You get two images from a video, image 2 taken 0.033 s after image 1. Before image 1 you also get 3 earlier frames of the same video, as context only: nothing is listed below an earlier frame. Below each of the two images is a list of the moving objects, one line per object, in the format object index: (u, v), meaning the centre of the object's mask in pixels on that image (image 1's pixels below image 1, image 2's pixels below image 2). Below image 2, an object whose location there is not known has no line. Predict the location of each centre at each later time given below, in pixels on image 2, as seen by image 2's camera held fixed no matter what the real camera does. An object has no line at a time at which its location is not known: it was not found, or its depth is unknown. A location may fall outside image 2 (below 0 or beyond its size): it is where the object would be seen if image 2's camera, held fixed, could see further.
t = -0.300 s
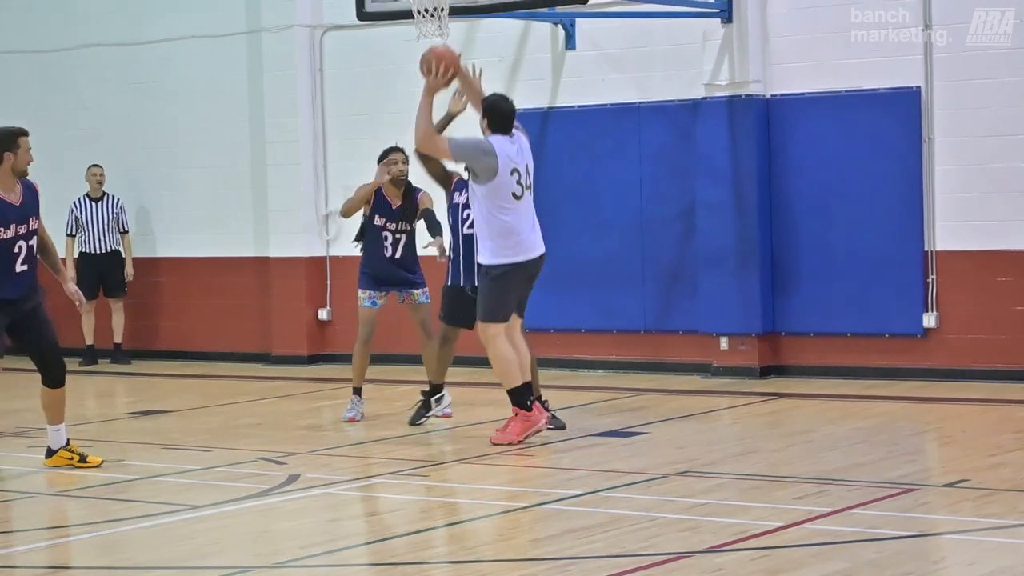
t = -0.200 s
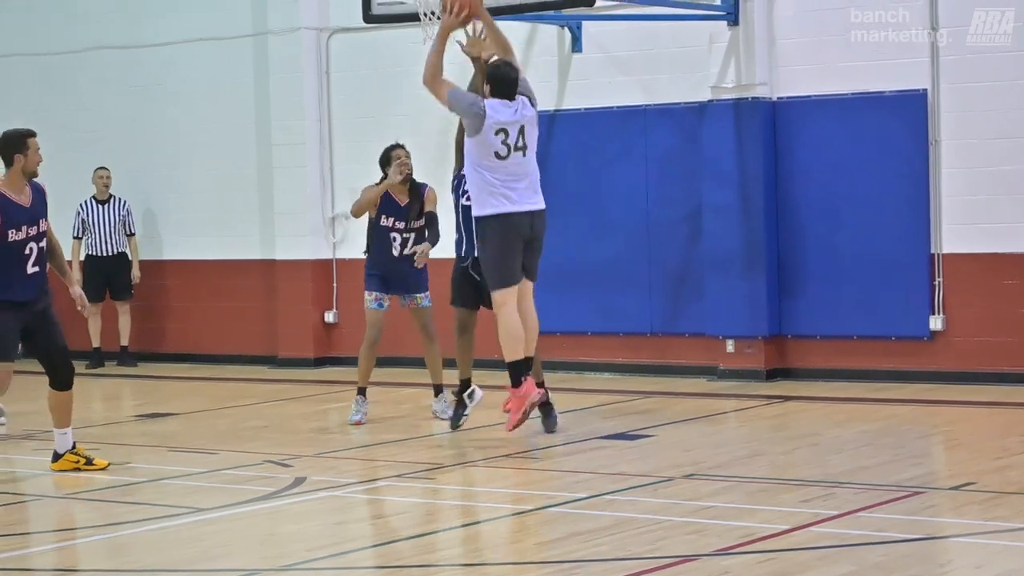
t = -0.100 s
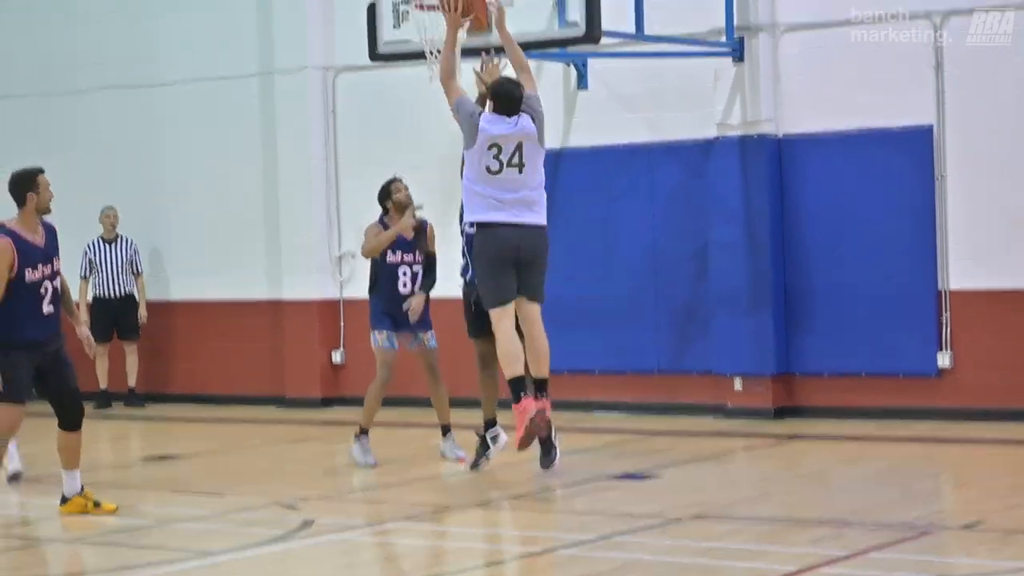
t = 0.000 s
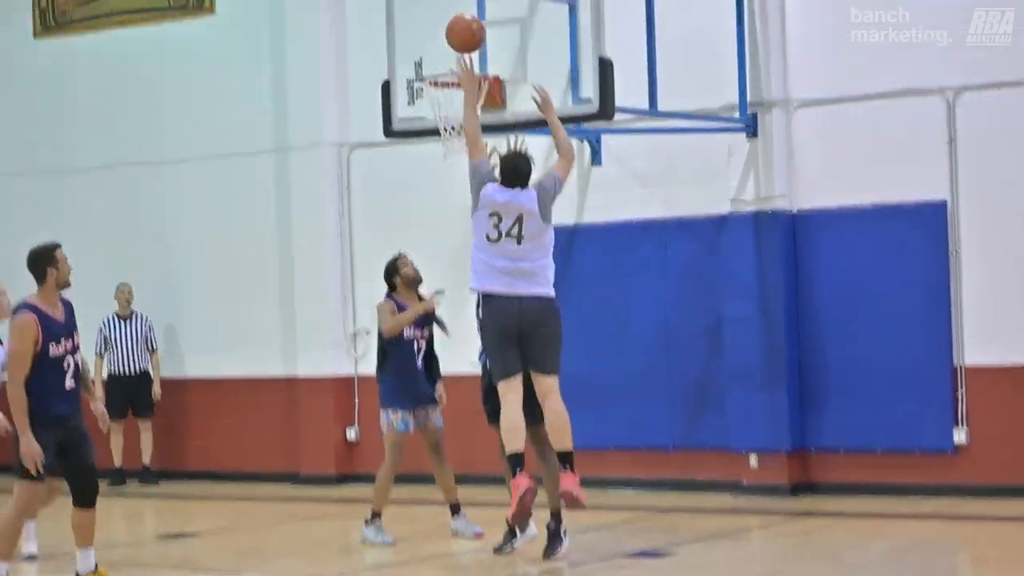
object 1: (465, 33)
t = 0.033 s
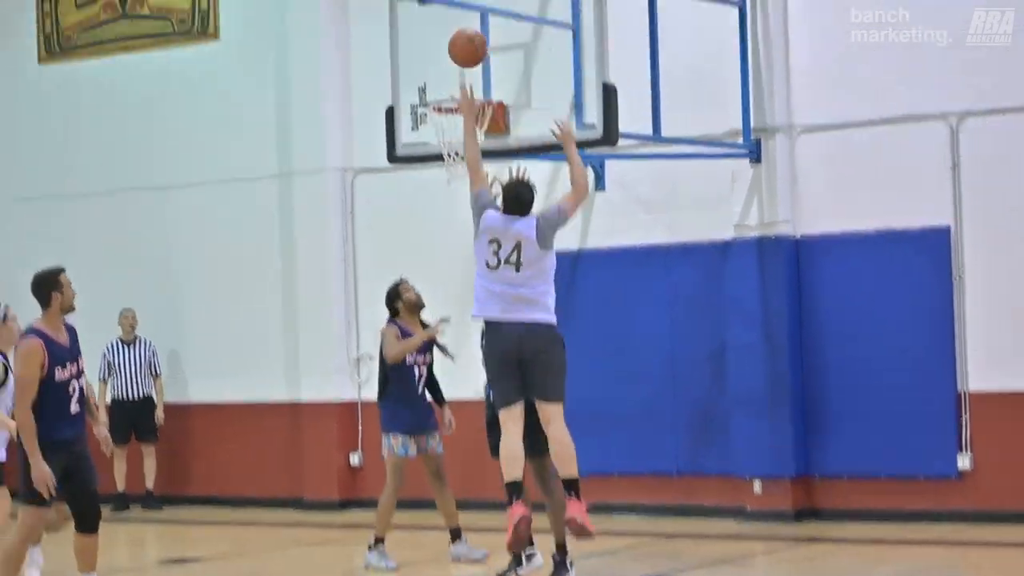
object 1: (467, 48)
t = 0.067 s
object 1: (464, 38)
